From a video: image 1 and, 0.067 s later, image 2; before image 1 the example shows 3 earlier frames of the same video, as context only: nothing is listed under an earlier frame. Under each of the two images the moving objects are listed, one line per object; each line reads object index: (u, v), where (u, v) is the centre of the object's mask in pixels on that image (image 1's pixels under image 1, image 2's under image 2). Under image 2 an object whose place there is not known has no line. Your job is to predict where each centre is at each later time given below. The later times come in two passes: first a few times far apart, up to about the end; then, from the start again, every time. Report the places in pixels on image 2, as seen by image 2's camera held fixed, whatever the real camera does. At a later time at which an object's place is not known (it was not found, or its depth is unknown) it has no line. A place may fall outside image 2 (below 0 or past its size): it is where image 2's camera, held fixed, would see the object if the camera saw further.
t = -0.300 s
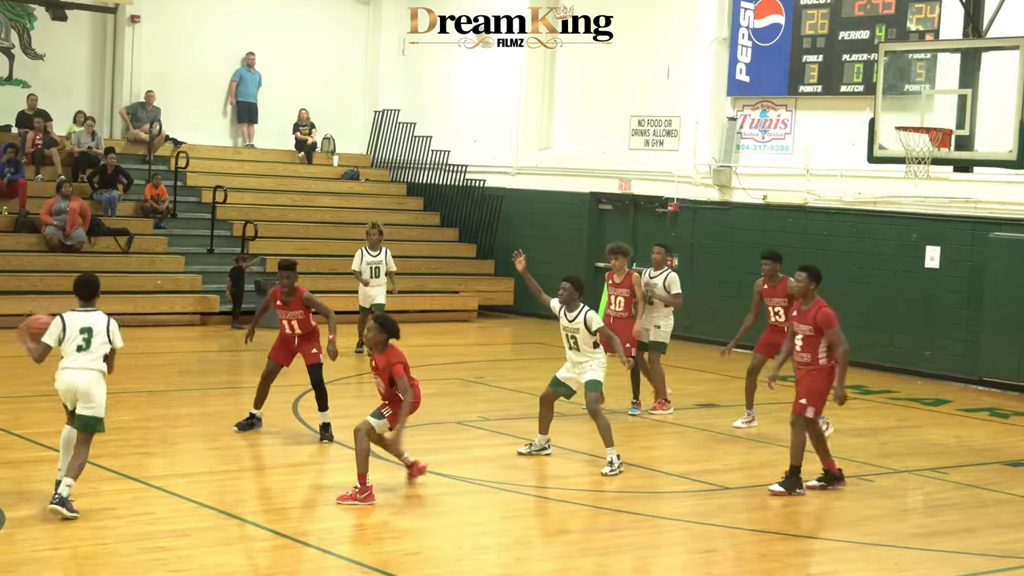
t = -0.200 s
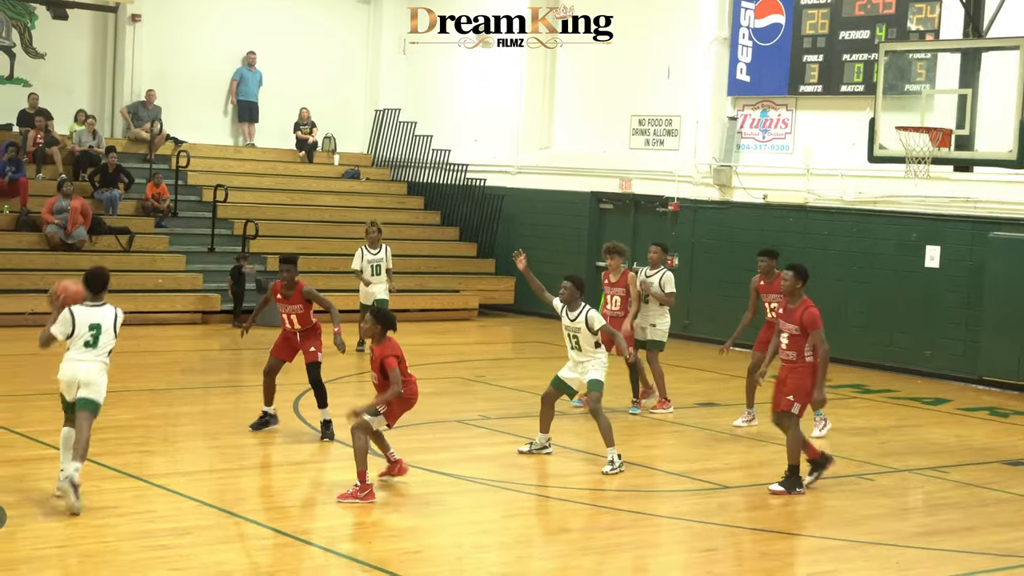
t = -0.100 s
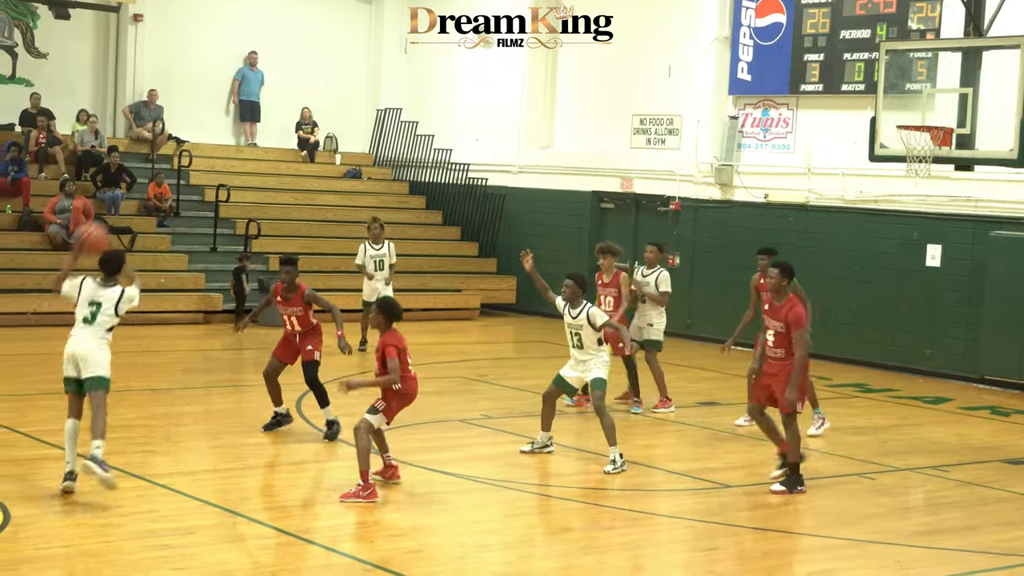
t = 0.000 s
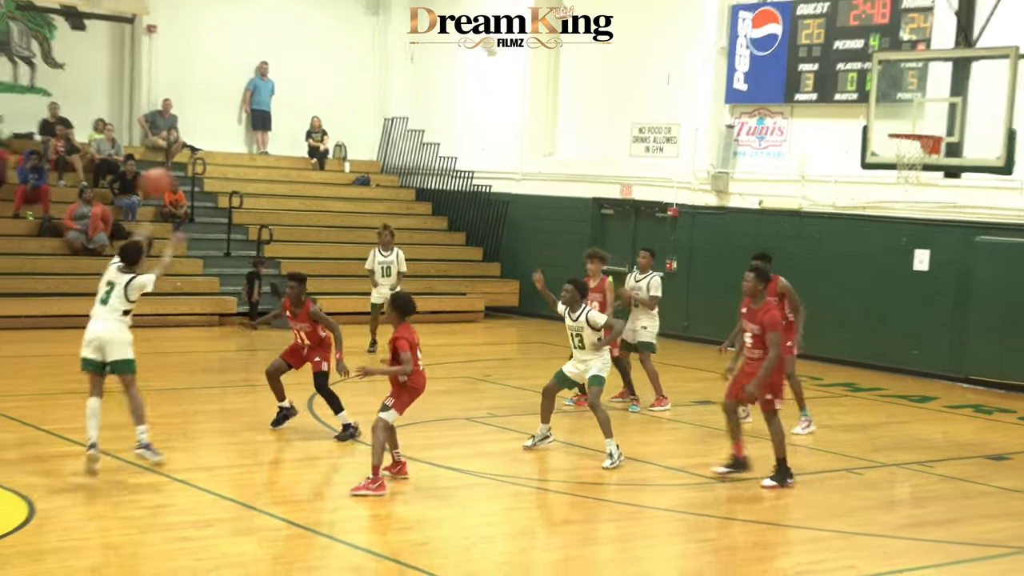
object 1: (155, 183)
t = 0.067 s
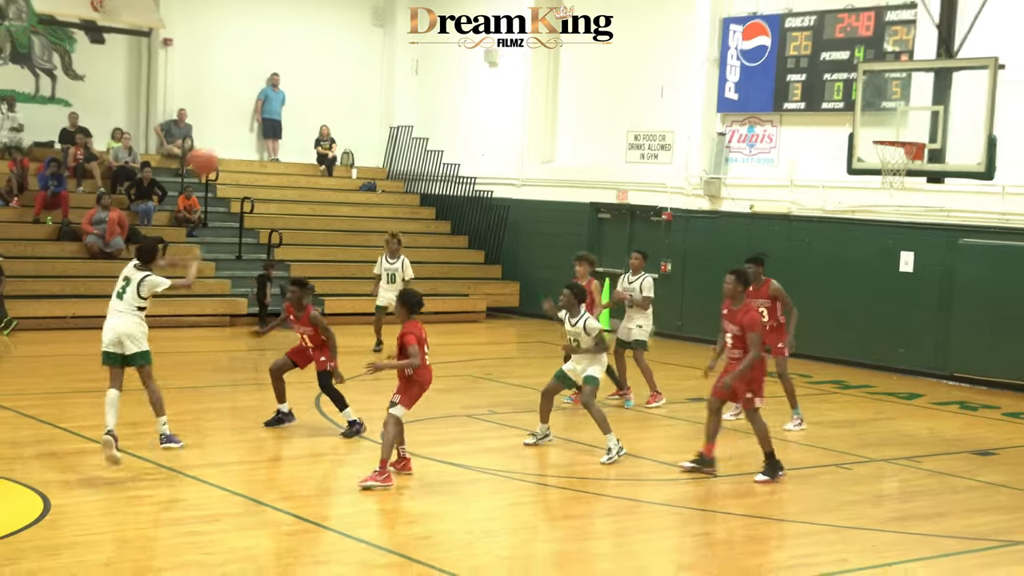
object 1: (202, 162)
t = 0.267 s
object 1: (282, 113)
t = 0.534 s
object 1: (360, 117)
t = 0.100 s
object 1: (218, 147)
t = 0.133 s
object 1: (232, 137)
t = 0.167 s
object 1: (246, 130)
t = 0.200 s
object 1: (260, 123)
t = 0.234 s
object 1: (271, 117)
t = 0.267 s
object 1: (282, 113)
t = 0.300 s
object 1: (294, 109)
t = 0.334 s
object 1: (305, 109)
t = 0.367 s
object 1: (315, 108)
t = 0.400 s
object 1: (325, 109)
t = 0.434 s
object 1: (334, 110)
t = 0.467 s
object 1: (343, 112)
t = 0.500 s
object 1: (352, 115)
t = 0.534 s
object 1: (360, 117)
